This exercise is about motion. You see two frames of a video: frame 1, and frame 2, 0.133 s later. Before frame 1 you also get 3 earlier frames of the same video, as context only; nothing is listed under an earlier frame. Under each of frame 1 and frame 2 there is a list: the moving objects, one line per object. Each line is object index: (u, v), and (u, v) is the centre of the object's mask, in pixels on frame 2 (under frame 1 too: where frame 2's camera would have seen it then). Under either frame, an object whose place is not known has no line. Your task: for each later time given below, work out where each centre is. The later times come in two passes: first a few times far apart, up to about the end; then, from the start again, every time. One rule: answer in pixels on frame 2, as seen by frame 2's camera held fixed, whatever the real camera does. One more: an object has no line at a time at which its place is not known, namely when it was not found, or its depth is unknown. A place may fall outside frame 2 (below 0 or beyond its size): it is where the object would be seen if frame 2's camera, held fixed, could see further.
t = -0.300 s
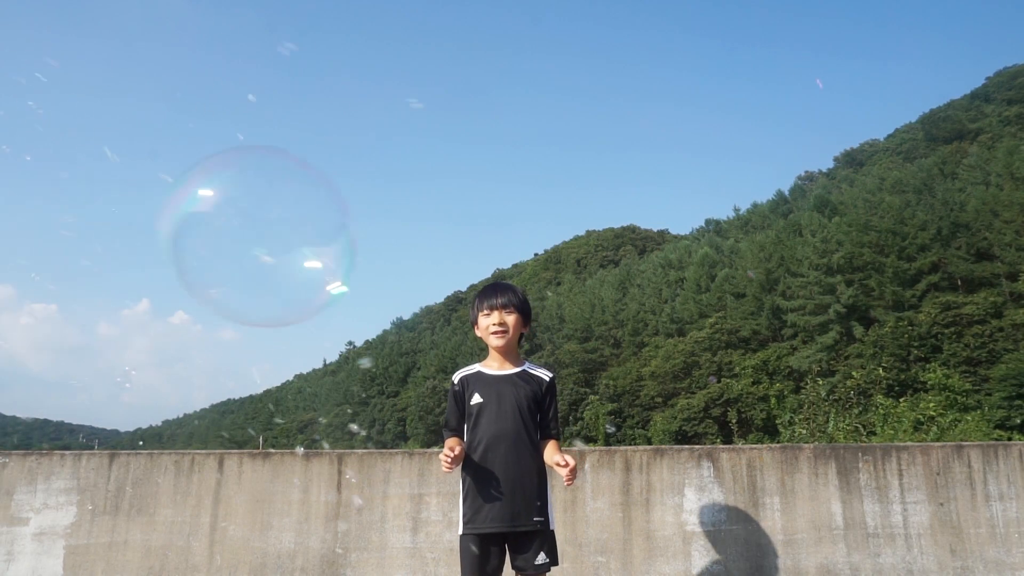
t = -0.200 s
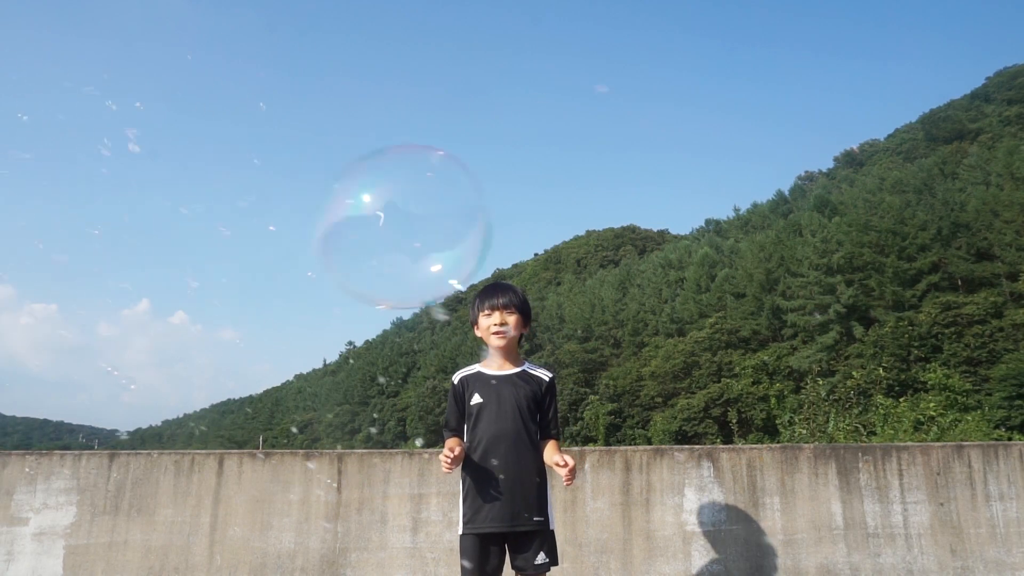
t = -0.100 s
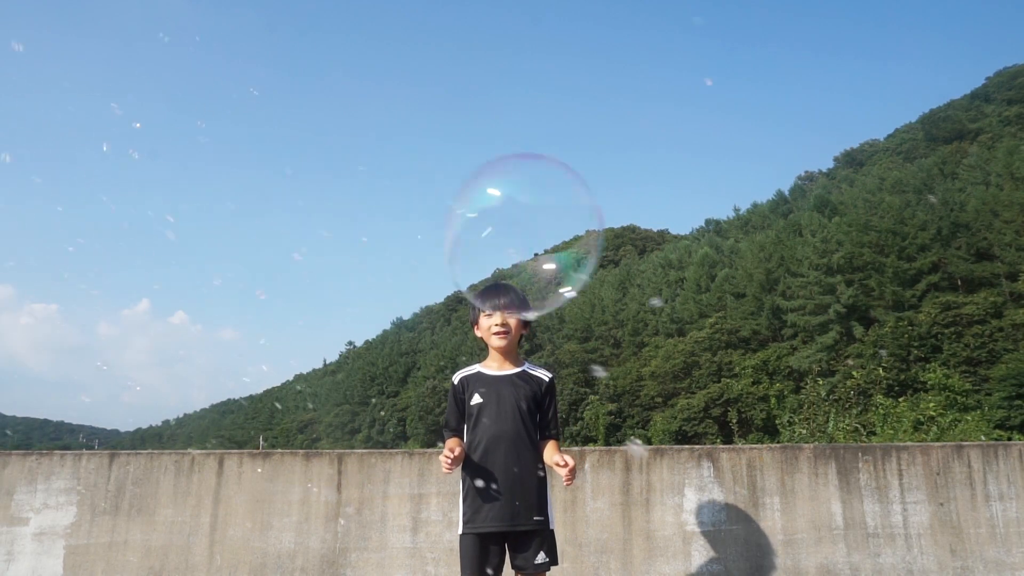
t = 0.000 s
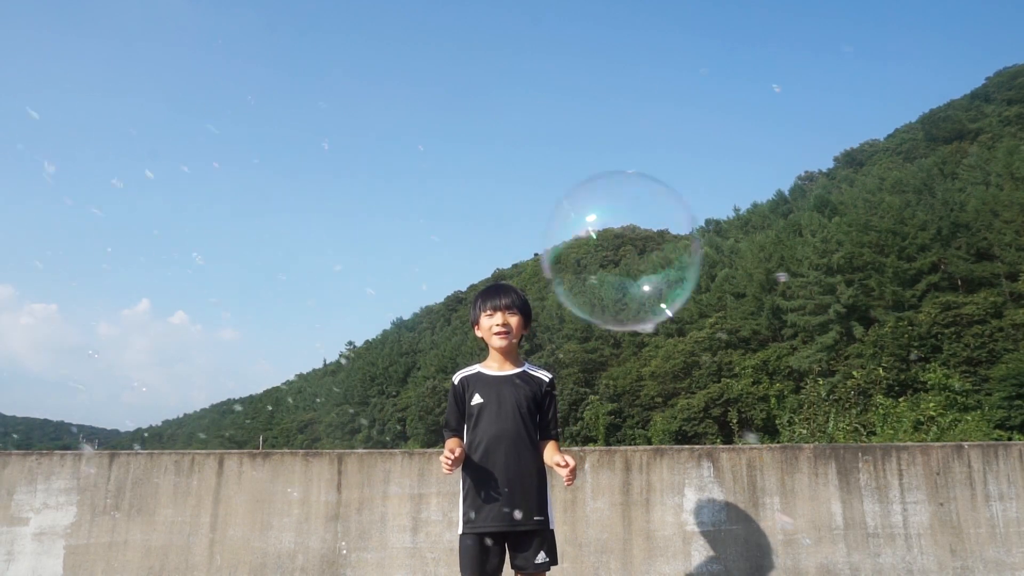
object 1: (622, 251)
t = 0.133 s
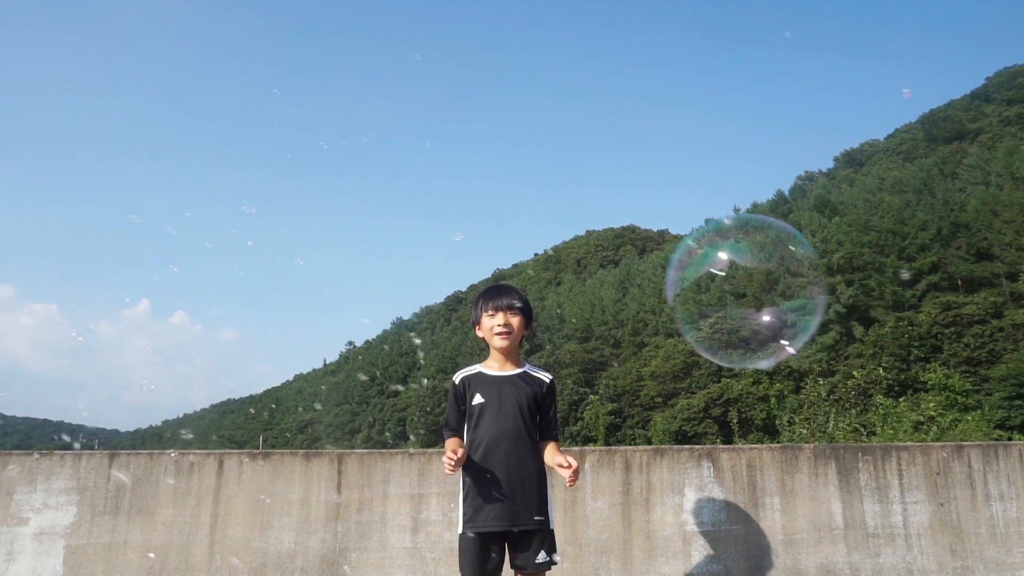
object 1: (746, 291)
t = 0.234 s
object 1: (840, 333)
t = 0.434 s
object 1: (984, 441)
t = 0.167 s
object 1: (779, 304)
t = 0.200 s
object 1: (808, 319)
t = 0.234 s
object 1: (840, 333)
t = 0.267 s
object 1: (869, 350)
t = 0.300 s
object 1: (901, 366)
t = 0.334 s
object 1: (930, 384)
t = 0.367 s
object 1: (953, 401)
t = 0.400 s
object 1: (969, 418)
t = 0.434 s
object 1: (984, 441)
